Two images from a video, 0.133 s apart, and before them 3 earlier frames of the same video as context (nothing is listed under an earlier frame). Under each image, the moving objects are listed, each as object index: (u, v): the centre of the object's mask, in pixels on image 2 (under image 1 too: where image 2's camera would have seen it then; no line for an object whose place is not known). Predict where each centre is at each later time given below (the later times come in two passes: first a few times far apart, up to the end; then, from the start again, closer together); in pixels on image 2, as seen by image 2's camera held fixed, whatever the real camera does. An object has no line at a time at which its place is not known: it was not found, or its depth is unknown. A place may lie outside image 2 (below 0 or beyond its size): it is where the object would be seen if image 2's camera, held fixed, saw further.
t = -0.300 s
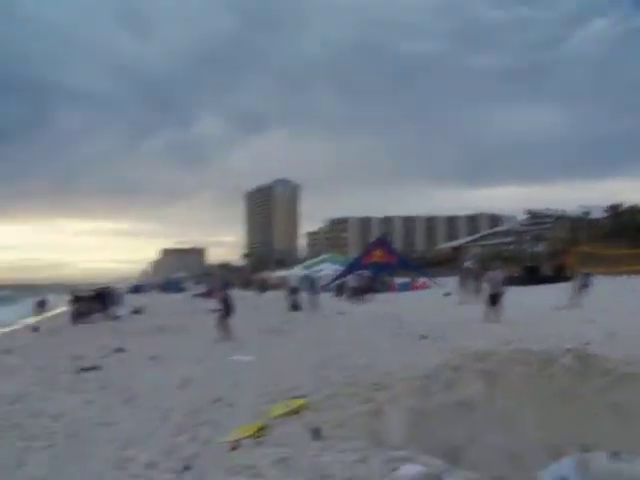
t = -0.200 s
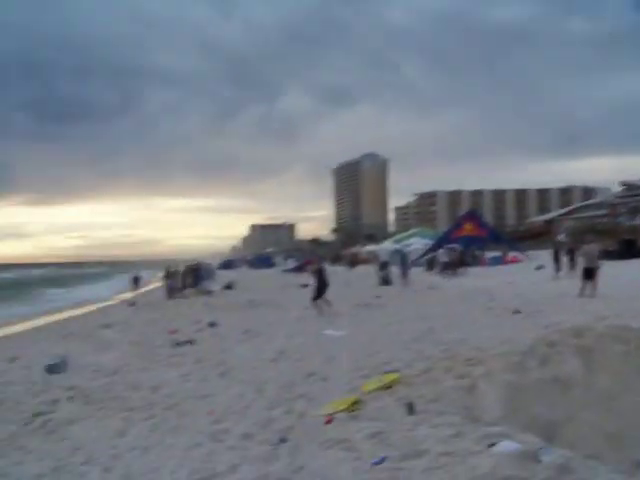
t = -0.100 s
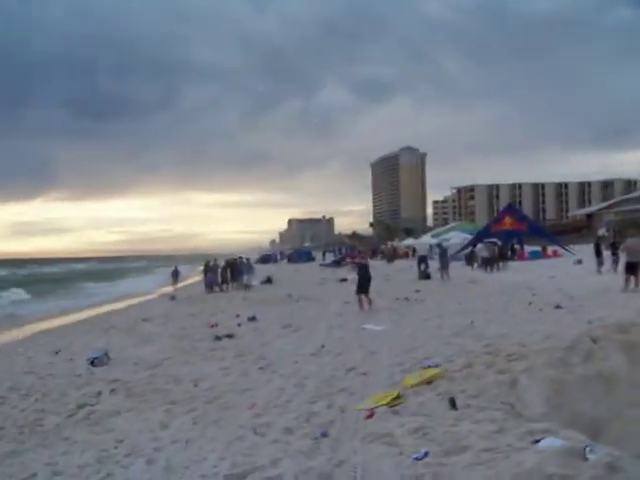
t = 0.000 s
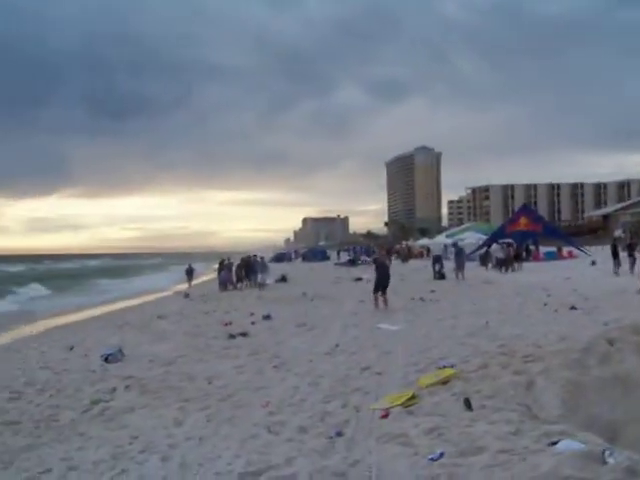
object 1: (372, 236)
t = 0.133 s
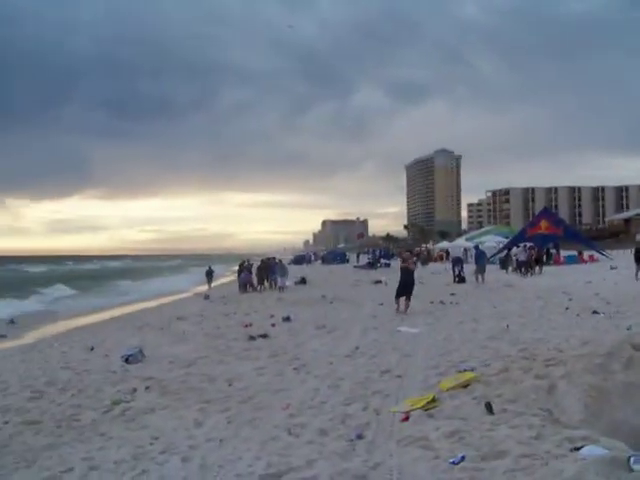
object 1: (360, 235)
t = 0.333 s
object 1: (330, 217)
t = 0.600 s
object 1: (276, 227)
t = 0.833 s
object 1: (194, 286)
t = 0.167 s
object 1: (355, 231)
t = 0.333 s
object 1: (330, 217)
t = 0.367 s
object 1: (324, 218)
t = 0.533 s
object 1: (292, 220)
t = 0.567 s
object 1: (284, 223)
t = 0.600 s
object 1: (276, 227)
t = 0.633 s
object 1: (266, 231)
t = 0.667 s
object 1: (257, 237)
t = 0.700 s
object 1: (246, 244)
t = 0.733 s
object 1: (236, 253)
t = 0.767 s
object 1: (224, 262)
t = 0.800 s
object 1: (209, 274)
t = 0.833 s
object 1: (194, 286)
